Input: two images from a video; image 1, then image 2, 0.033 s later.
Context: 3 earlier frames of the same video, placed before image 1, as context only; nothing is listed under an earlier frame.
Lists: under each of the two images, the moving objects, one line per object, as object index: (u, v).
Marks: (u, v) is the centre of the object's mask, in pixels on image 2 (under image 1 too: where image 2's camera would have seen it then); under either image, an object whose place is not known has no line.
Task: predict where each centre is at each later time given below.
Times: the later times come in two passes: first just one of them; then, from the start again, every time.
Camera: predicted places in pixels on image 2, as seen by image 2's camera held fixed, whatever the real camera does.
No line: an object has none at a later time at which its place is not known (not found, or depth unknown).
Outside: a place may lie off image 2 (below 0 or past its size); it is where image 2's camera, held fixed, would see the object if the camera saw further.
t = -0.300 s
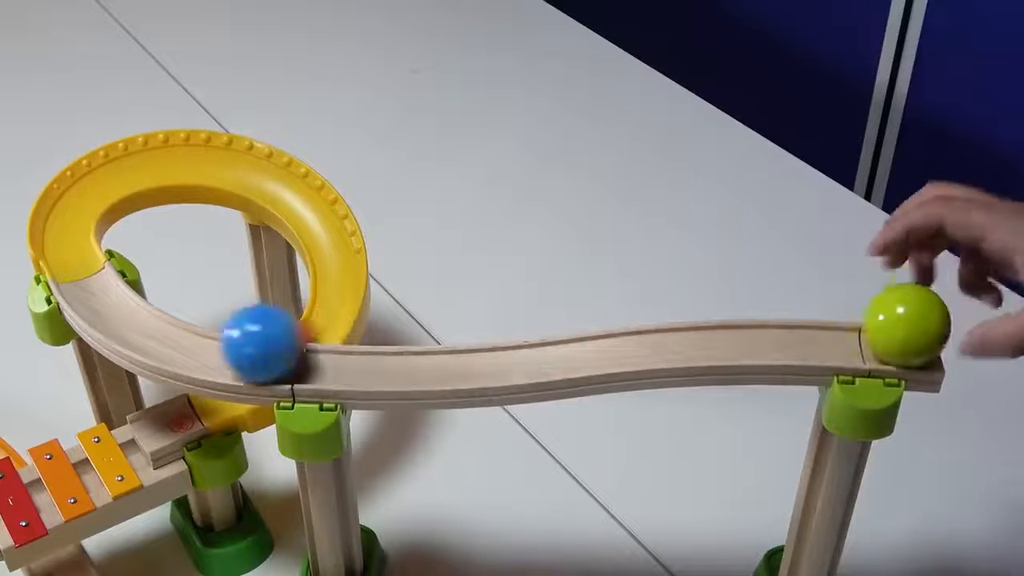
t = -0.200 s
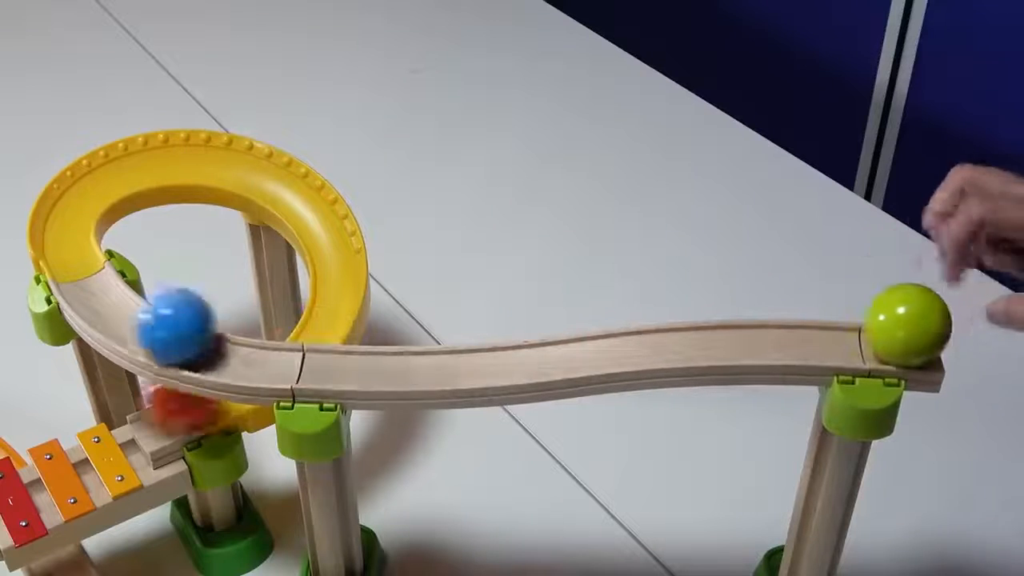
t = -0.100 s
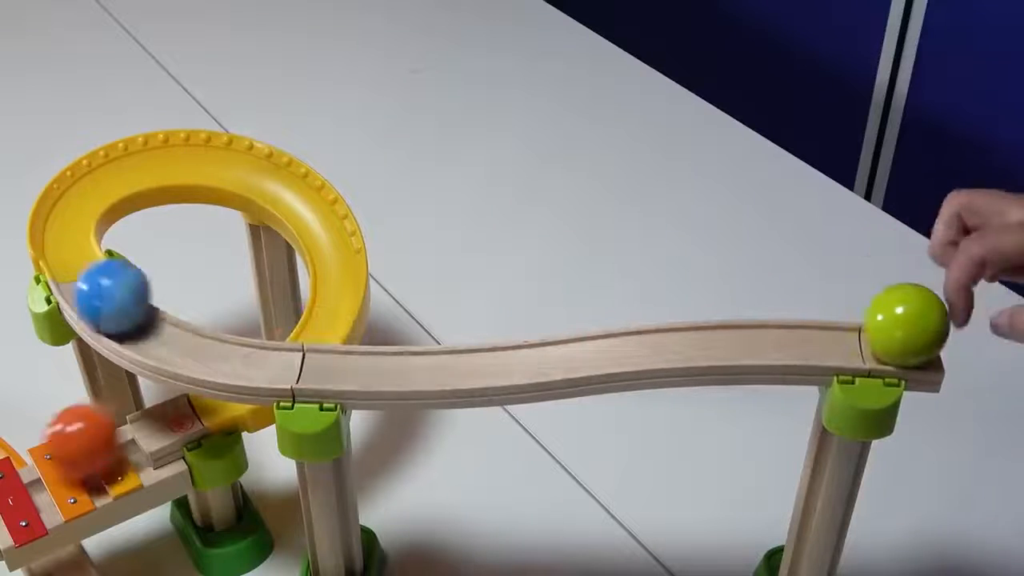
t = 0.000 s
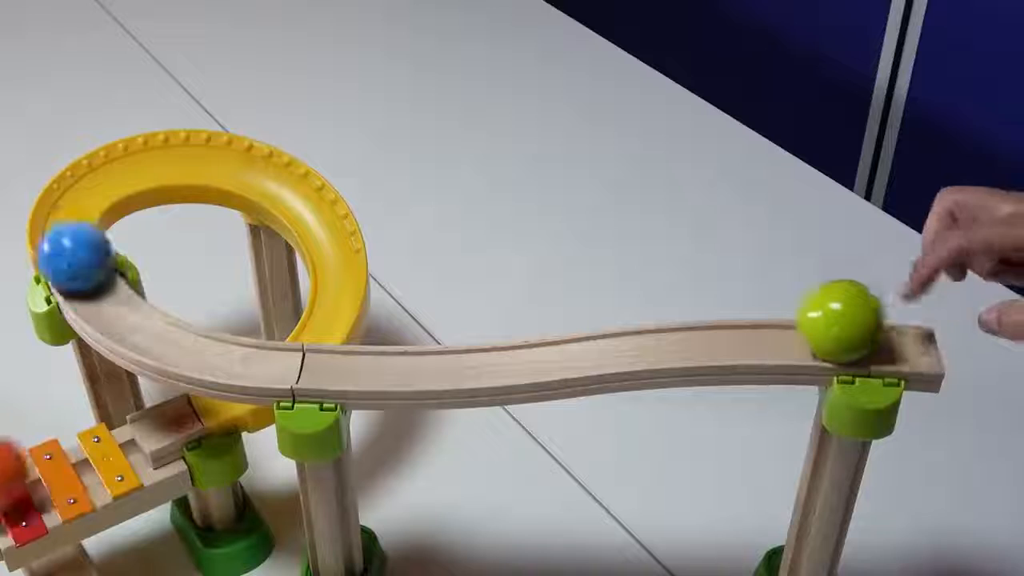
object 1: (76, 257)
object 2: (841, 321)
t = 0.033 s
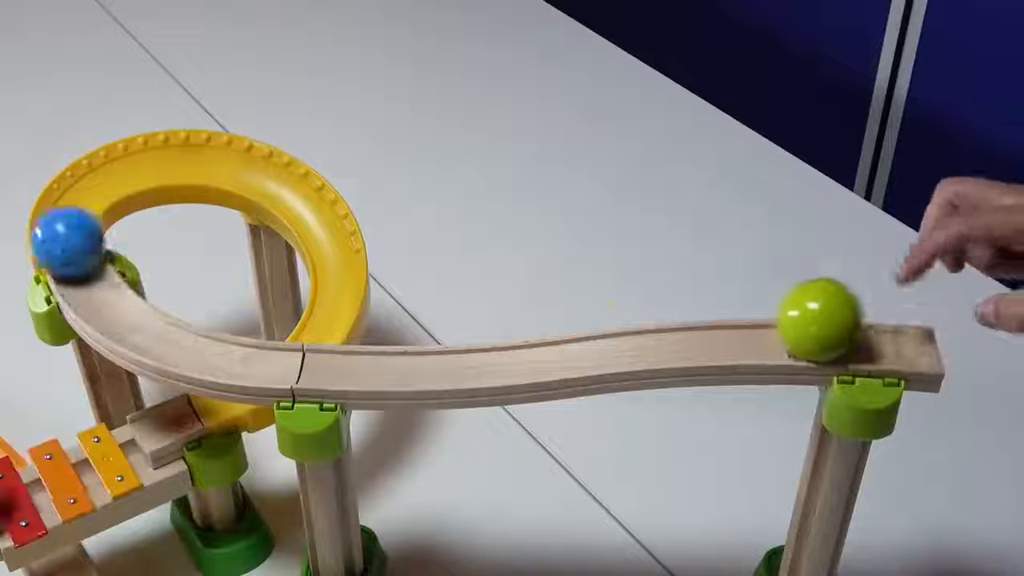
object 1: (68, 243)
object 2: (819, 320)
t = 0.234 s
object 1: (105, 166)
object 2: (694, 321)
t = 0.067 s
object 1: (62, 228)
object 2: (799, 319)
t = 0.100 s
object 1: (61, 215)
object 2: (779, 319)
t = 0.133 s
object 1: (66, 198)
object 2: (759, 319)
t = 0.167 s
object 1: (77, 186)
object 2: (738, 320)
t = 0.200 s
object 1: (90, 176)
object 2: (717, 321)
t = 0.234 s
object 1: (105, 166)
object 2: (694, 321)
